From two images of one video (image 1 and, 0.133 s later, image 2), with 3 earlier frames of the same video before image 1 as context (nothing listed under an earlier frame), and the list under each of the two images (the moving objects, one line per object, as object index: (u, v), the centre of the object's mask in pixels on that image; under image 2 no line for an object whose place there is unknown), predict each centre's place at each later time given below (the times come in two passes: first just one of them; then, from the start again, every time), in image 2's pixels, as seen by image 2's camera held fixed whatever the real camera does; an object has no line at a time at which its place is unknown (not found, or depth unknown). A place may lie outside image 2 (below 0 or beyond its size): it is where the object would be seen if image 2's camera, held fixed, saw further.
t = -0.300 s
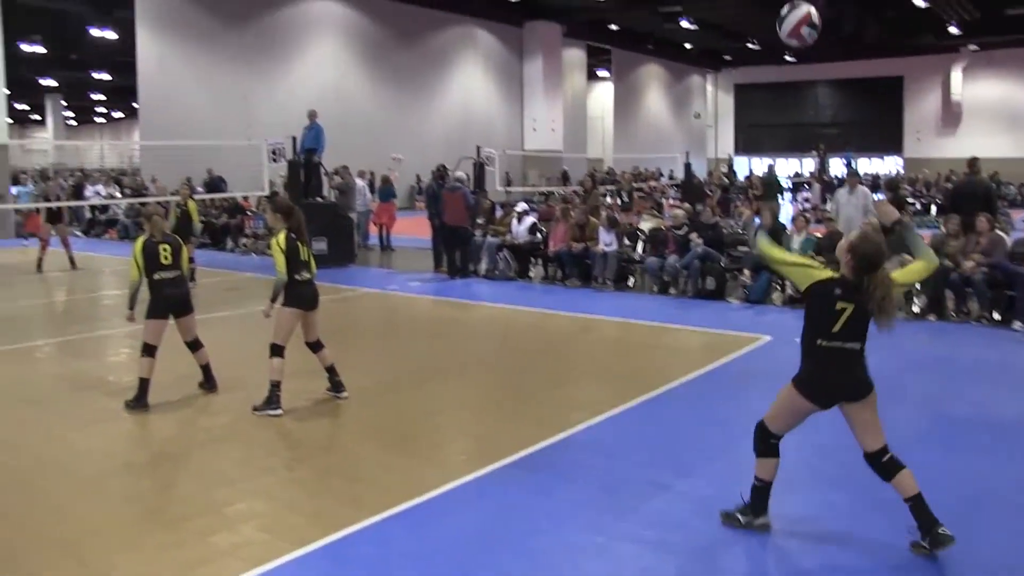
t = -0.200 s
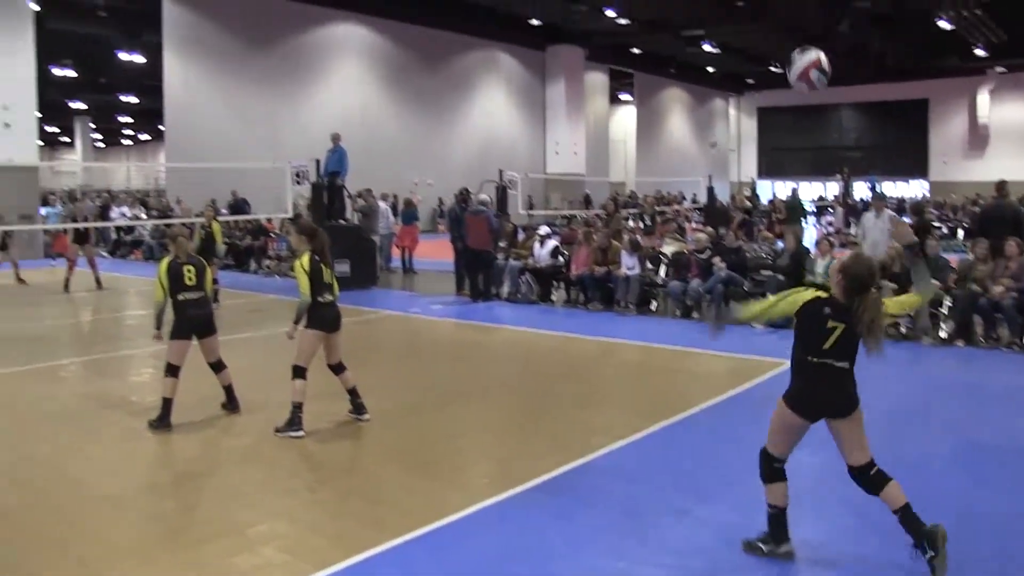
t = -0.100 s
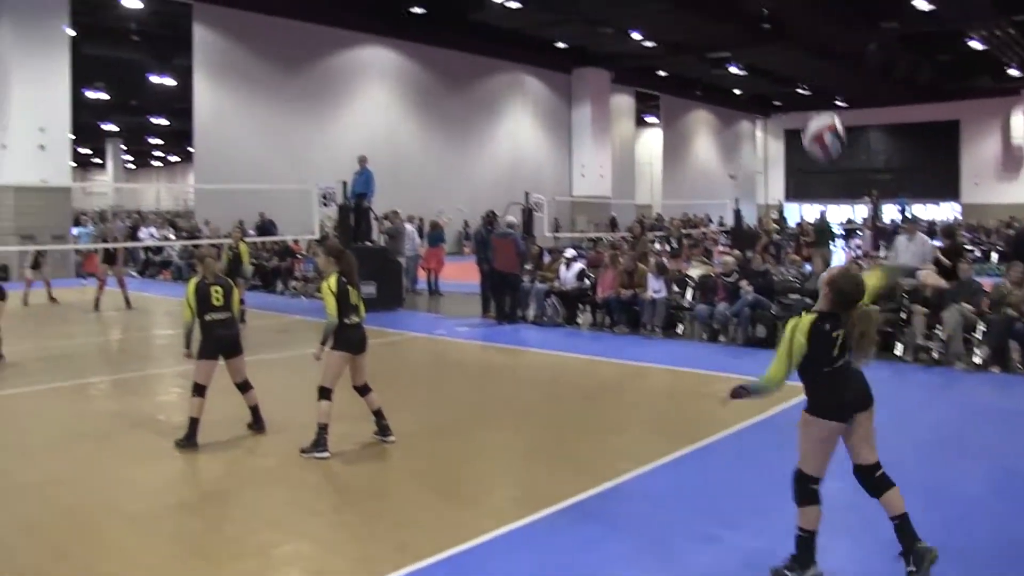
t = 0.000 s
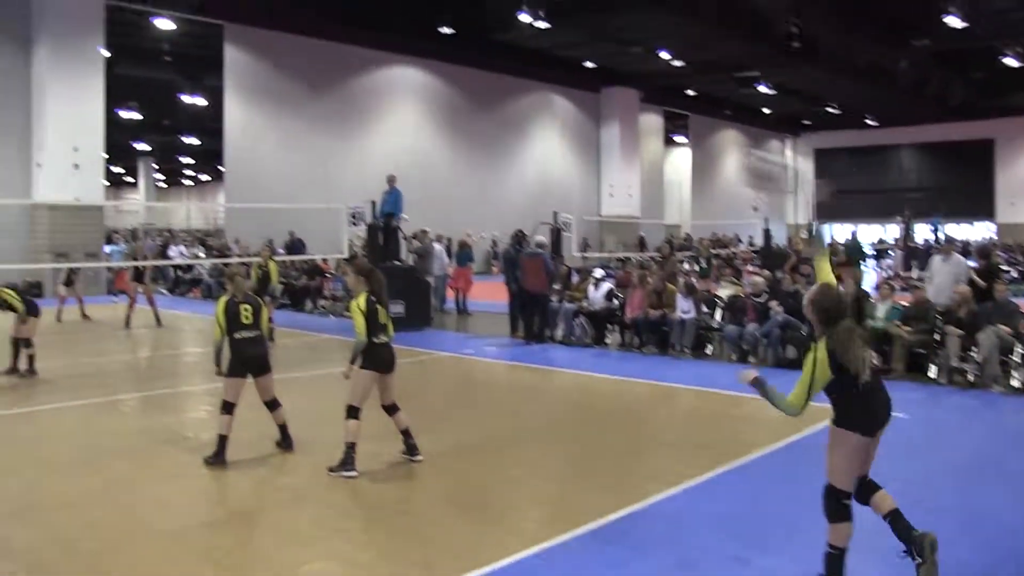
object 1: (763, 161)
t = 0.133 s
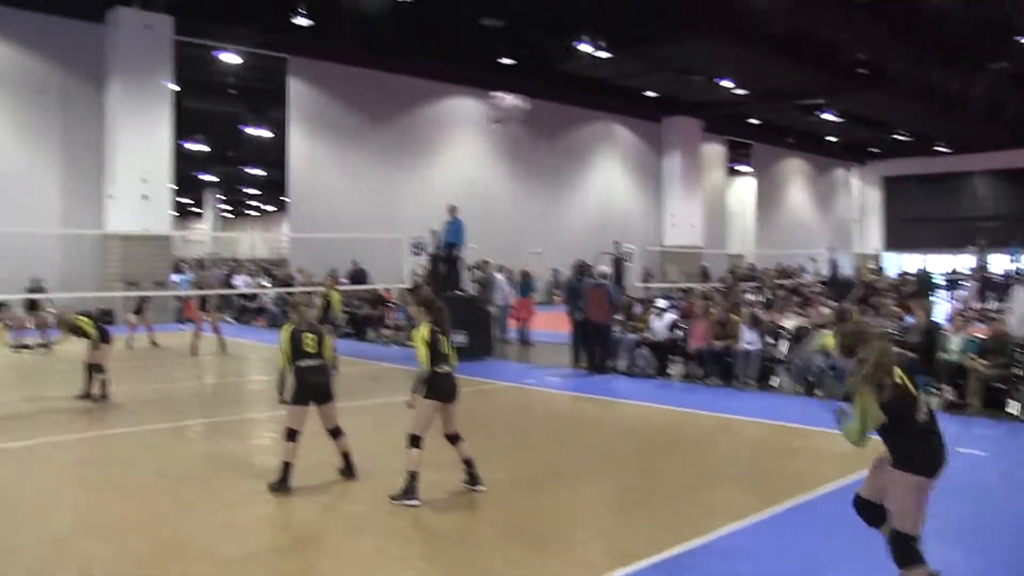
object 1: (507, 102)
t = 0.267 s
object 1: (303, 72)
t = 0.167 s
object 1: (446, 93)
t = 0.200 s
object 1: (393, 82)
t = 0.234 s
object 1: (344, 78)
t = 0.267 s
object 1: (303, 72)
